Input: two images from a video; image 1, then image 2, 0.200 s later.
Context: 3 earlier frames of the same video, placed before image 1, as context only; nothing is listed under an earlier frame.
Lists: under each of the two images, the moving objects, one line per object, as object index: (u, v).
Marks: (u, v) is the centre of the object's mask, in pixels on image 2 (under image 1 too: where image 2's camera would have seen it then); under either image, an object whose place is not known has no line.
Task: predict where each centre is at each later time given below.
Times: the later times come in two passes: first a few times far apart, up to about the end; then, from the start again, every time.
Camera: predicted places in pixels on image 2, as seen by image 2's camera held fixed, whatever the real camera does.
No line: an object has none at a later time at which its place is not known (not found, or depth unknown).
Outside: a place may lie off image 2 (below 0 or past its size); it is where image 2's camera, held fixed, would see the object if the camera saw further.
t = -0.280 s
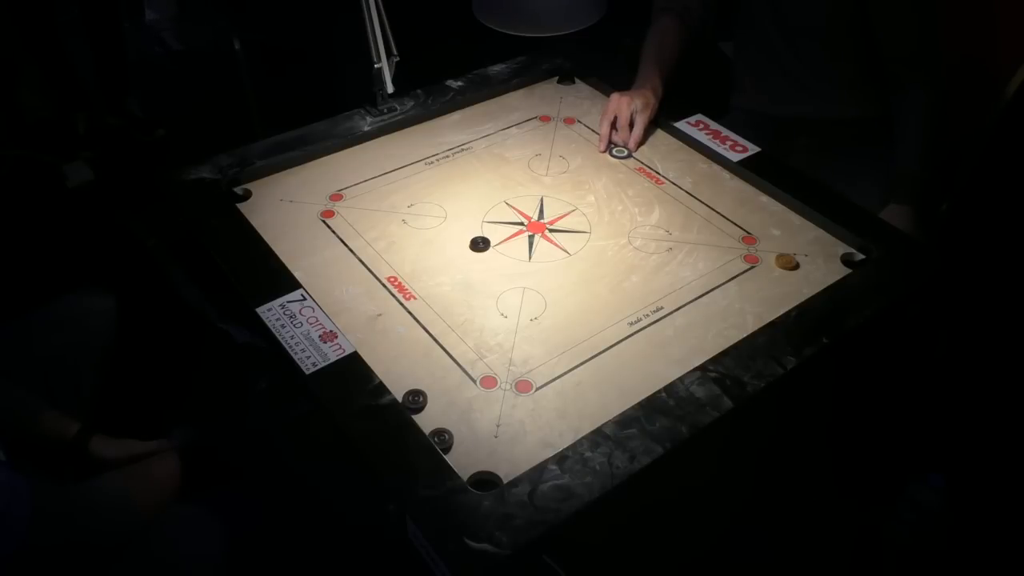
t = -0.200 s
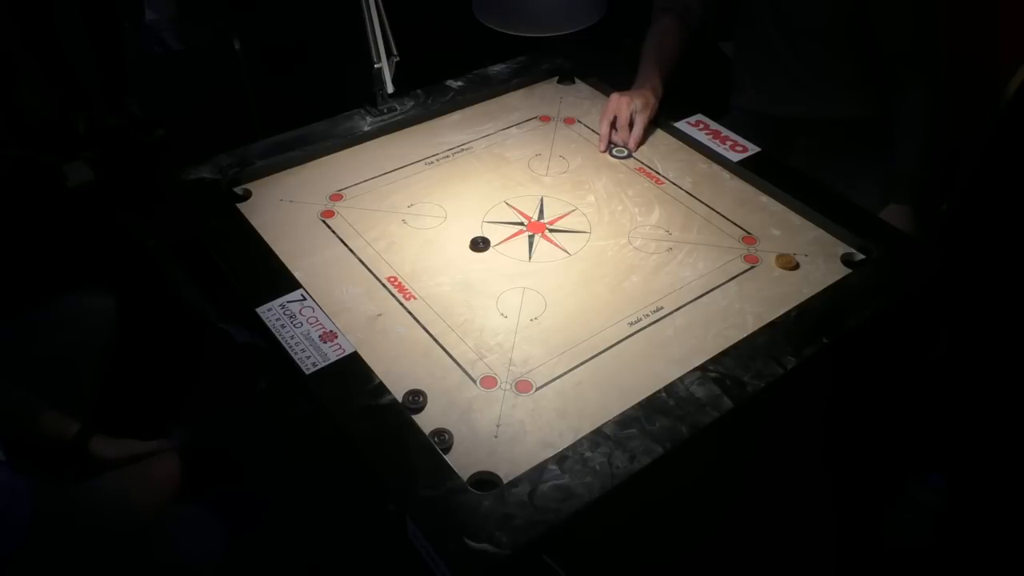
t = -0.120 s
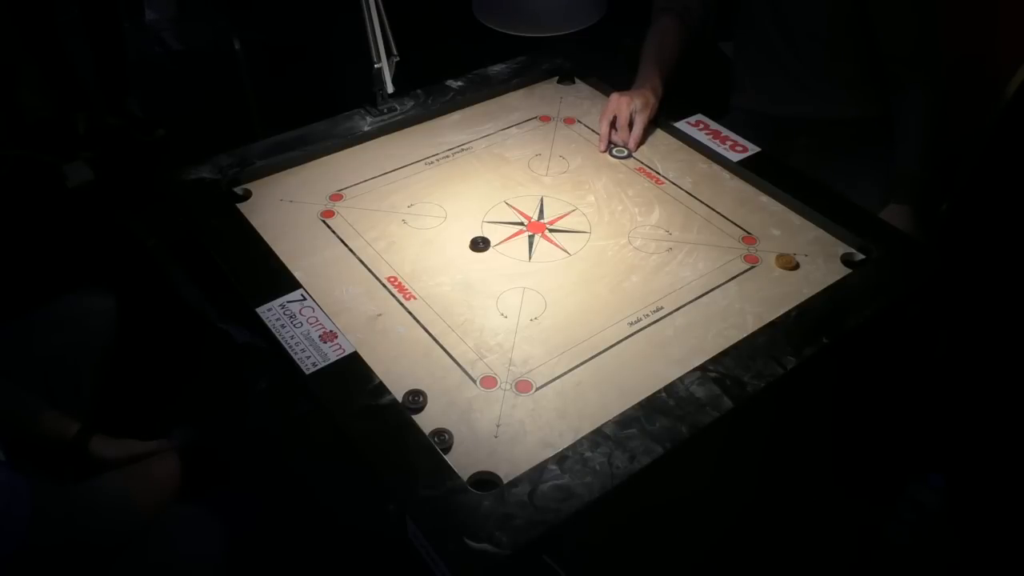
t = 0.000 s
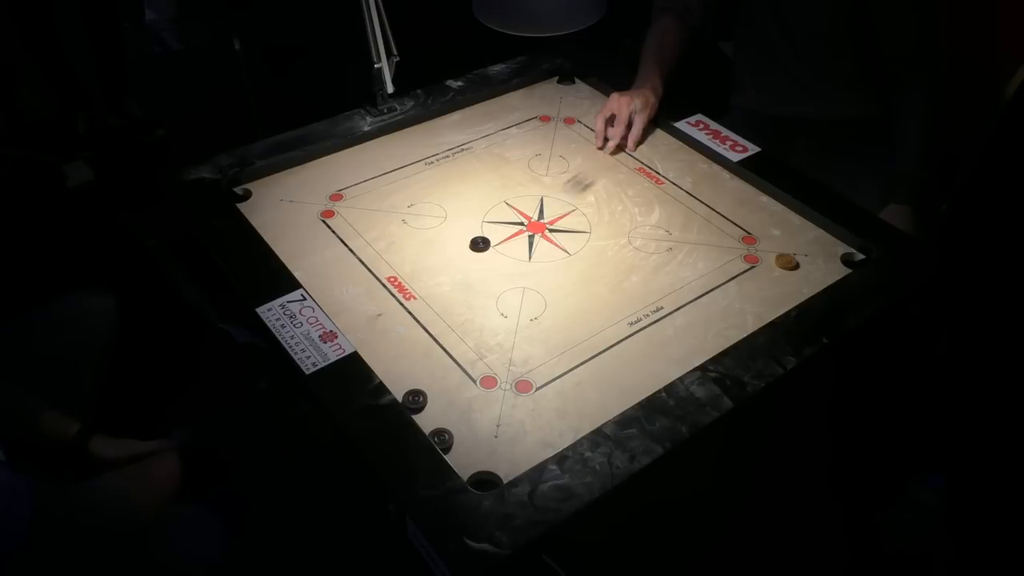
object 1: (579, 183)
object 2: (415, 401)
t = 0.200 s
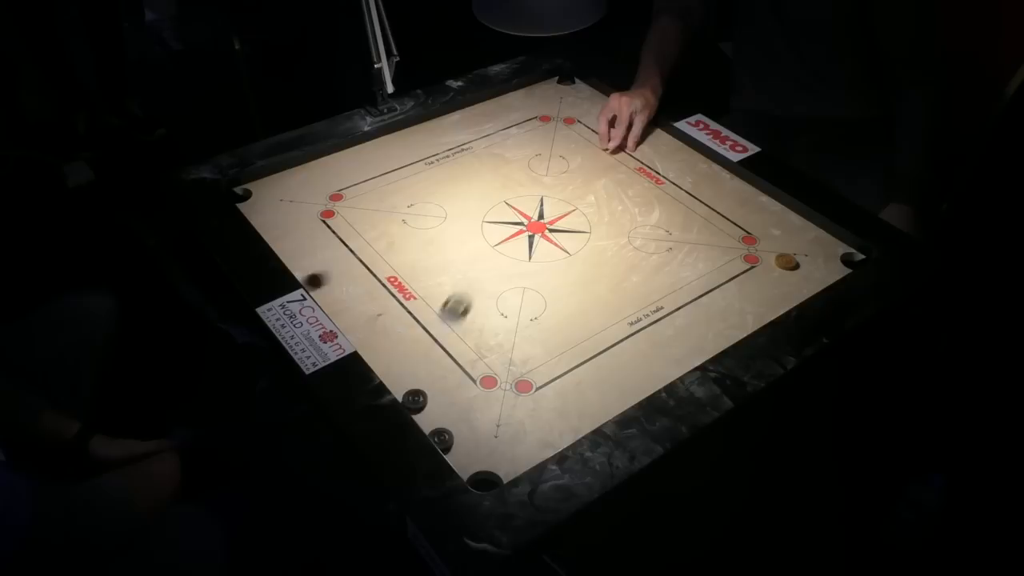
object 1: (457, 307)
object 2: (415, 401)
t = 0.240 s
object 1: (438, 333)
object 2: (415, 400)
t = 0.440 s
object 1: (459, 364)
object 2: (449, 418)
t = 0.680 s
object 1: (545, 333)
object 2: (473, 412)
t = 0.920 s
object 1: (586, 318)
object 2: (473, 412)
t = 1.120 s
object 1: (594, 315)
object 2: (473, 412)
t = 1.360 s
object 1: (594, 315)
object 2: (473, 411)
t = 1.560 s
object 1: (594, 315)
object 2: (473, 411)
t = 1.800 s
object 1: (594, 315)
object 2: (474, 411)
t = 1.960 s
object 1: (594, 315)
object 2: (474, 411)
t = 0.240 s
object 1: (438, 333)
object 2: (415, 400)
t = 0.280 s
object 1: (420, 359)
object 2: (415, 400)
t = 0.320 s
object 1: (403, 383)
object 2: (418, 407)
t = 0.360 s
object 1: (418, 379)
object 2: (432, 421)
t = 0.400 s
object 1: (439, 372)
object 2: (441, 420)
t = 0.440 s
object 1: (459, 364)
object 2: (449, 418)
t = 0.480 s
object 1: (478, 357)
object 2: (456, 416)
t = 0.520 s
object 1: (494, 352)
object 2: (461, 415)
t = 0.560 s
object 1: (509, 346)
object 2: (466, 414)
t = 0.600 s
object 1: (522, 342)
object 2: (469, 413)
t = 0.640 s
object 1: (534, 337)
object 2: (472, 413)
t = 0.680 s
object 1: (545, 333)
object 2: (473, 412)
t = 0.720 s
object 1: (554, 330)
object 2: (473, 412)
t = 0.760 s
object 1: (563, 327)
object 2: (473, 412)
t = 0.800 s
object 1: (570, 324)
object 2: (473, 412)
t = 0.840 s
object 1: (577, 322)
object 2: (473, 412)
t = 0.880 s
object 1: (582, 320)
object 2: (473, 412)
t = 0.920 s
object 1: (586, 318)
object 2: (473, 412)
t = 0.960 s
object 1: (589, 317)
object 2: (473, 412)
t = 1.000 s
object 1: (592, 316)
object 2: (473, 412)
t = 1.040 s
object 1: (593, 316)
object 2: (473, 412)
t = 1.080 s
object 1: (594, 315)
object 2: (473, 412)
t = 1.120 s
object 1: (594, 315)
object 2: (473, 412)
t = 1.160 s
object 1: (594, 315)
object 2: (473, 412)
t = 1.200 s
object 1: (594, 315)
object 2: (473, 412)
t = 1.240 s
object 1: (594, 315)
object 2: (474, 412)
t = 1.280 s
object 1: (594, 315)
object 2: (473, 411)
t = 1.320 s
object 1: (594, 315)
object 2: (474, 411)
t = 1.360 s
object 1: (594, 315)
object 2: (473, 411)
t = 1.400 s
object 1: (594, 315)
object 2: (473, 411)
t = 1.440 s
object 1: (594, 315)
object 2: (473, 411)
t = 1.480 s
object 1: (594, 315)
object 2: (473, 411)
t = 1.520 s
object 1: (594, 315)
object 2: (474, 411)
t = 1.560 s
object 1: (594, 315)
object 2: (473, 411)
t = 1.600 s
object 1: (594, 315)
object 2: (474, 411)
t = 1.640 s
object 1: (594, 315)
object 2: (473, 411)
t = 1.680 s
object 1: (594, 315)
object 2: (473, 411)
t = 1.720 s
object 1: (594, 315)
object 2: (474, 411)
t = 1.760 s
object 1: (594, 315)
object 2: (474, 411)
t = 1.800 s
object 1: (594, 315)
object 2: (474, 411)
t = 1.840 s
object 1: (594, 315)
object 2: (474, 411)
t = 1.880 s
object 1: (594, 315)
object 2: (474, 411)
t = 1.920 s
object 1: (594, 315)
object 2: (474, 411)
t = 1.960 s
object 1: (594, 315)
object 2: (474, 411)
